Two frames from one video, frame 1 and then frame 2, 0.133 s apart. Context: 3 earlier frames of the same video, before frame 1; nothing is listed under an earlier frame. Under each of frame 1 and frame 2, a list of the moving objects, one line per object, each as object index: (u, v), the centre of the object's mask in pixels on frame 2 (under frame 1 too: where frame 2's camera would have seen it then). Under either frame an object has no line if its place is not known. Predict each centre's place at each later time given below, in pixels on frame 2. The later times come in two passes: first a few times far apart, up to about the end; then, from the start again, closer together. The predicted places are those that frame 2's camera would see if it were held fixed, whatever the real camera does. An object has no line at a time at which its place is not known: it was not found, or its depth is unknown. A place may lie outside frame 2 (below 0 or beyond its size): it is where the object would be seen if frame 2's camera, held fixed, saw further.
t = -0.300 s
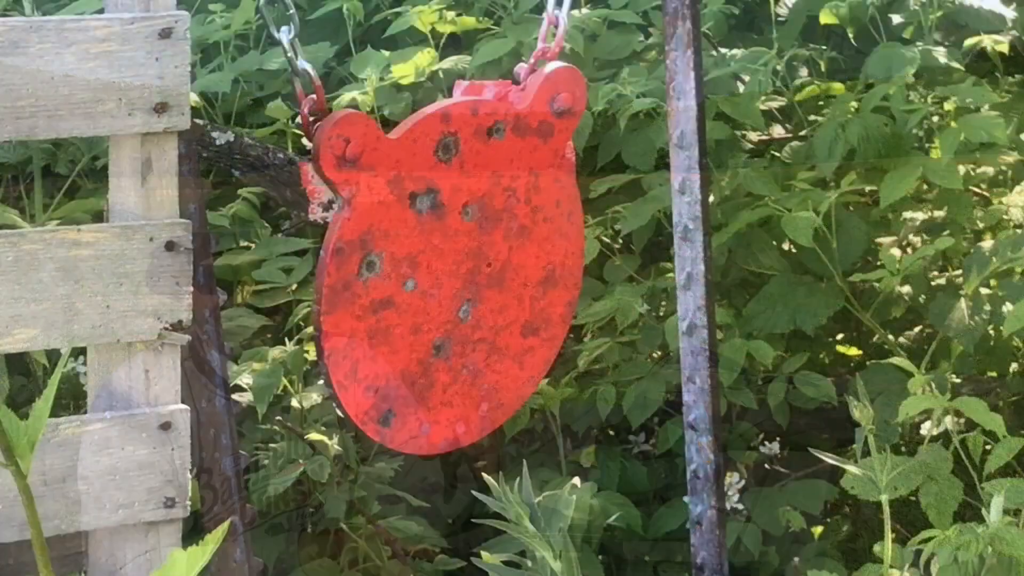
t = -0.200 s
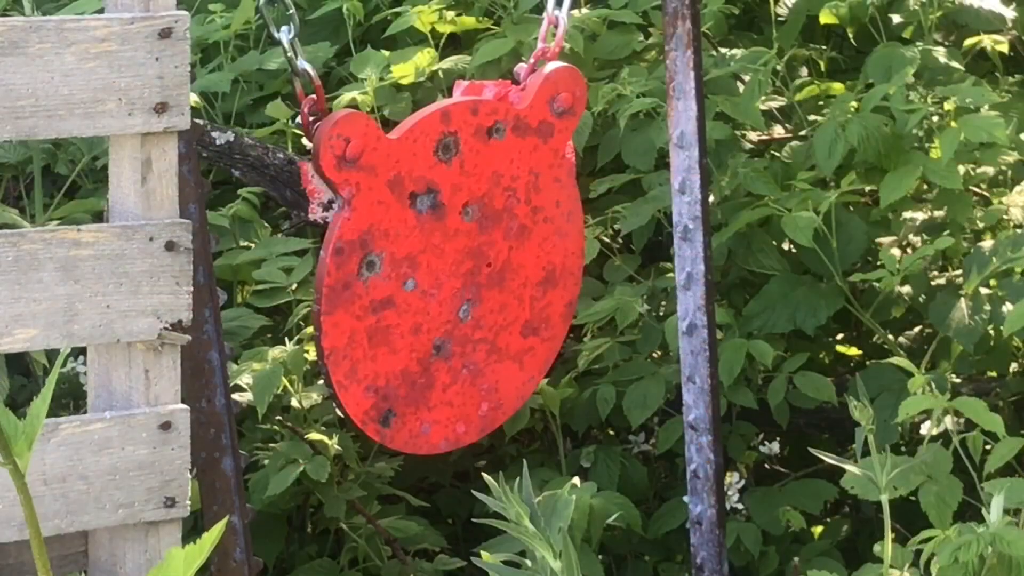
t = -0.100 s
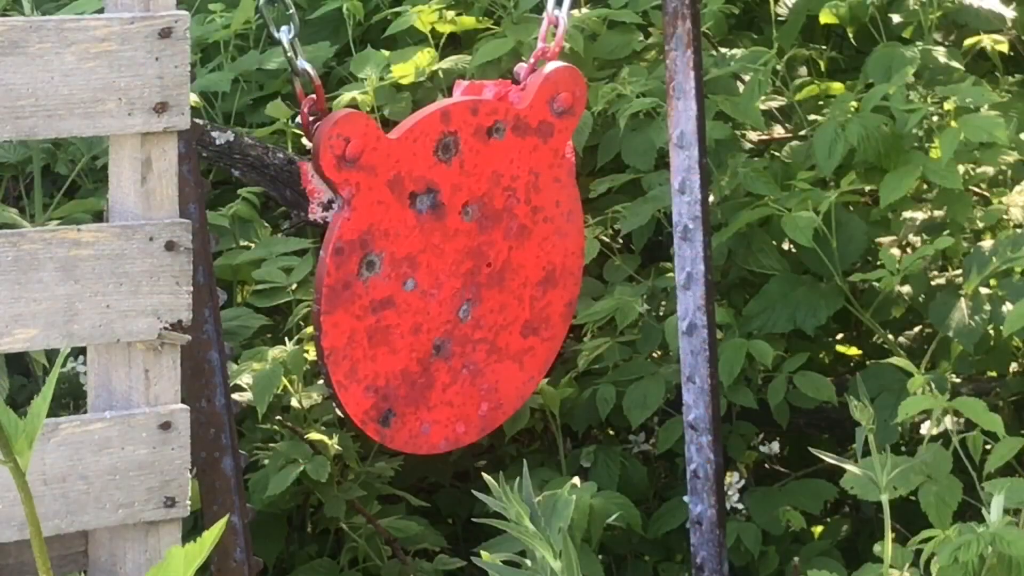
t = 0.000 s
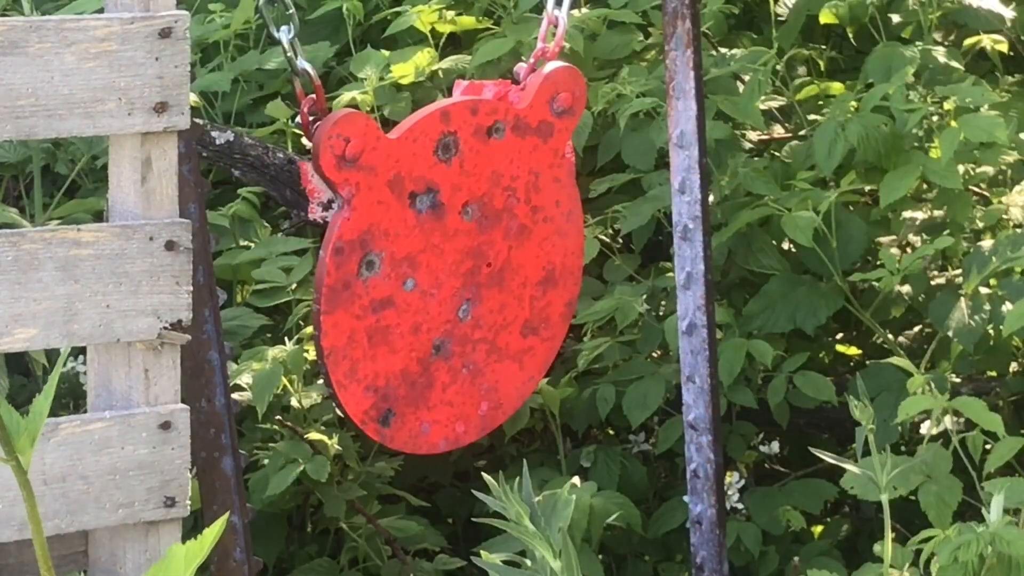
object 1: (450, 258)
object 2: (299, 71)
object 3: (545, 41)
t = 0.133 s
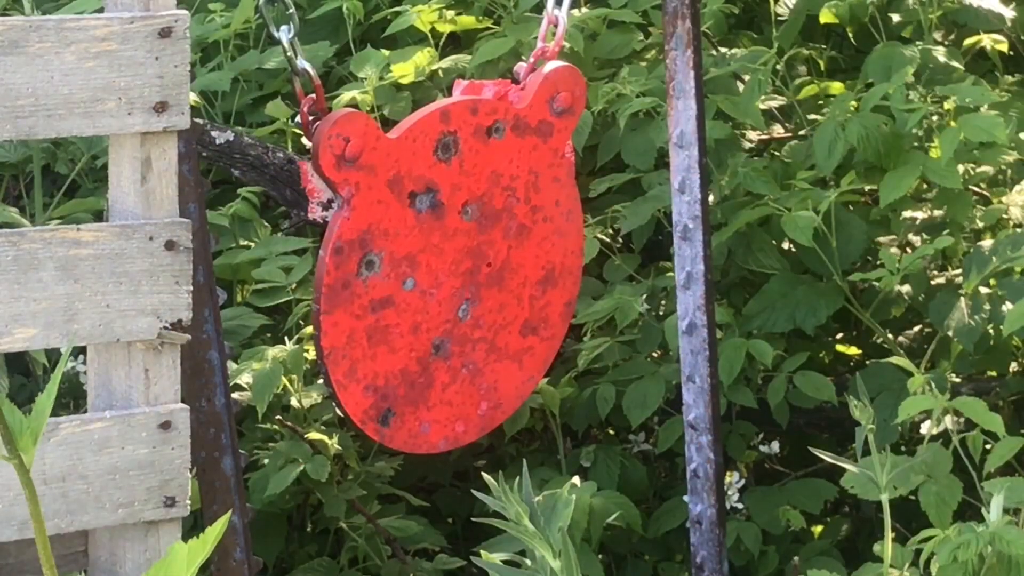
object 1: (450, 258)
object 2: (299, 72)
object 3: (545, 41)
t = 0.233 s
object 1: (450, 258)
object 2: (299, 72)
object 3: (545, 41)
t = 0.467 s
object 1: (450, 258)
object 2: (299, 72)
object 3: (545, 41)
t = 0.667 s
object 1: (450, 258)
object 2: (299, 72)
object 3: (545, 41)
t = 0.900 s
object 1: (442, 257)
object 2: (275, 61)
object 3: (545, 38)
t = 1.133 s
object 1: (423, 252)
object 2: (300, 71)
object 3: (523, 41)
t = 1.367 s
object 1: (429, 253)
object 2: (275, 62)
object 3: (542, 39)
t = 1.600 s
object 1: (430, 255)
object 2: (295, 74)
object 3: (528, 41)
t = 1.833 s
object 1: (438, 256)
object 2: (278, 65)
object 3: (540, 39)
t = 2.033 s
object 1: (432, 255)
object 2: (280, 67)
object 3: (537, 38)
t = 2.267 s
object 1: (425, 252)
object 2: (274, 57)
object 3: (531, 36)
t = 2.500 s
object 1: (430, 255)
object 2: (291, 69)
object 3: (527, 40)
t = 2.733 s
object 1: (448, 256)
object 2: (284, 65)
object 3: (556, 37)
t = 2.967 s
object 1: (445, 256)
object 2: (288, 72)
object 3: (526, 38)
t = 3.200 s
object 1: (432, 255)
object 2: (282, 66)
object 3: (539, 41)
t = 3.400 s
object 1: (414, 251)
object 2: (283, 70)
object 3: (521, 41)
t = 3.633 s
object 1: (433, 254)
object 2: (285, 68)
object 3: (536, 39)
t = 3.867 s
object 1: (464, 259)
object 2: (309, 70)
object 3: (551, 39)
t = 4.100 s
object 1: (477, 259)
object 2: (310, 67)
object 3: (564, 39)
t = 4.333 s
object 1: (453, 259)
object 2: (304, 70)
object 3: (544, 41)
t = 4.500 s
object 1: (432, 254)
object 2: (291, 71)
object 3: (535, 42)
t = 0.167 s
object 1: (450, 258)
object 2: (299, 71)
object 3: (545, 41)
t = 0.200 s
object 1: (450, 258)
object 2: (299, 72)
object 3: (545, 41)
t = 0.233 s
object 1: (450, 258)
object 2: (299, 72)
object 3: (545, 41)
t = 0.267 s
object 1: (450, 258)
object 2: (299, 72)
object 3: (545, 41)
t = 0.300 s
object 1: (450, 258)
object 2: (299, 72)
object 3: (545, 41)
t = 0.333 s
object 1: (449, 258)
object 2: (299, 72)
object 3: (545, 41)
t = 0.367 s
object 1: (450, 258)
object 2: (299, 72)
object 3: (545, 41)
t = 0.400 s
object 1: (449, 258)
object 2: (299, 72)
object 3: (545, 41)
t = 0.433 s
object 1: (449, 258)
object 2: (299, 72)
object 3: (545, 41)
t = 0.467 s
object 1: (450, 258)
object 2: (299, 72)
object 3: (545, 41)
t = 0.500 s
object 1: (449, 258)
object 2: (299, 72)
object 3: (545, 41)
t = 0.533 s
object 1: (450, 258)
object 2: (299, 72)
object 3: (545, 41)
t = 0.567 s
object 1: (450, 258)
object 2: (299, 72)
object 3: (545, 41)
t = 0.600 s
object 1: (449, 258)
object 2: (299, 72)
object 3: (545, 41)
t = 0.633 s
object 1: (450, 258)
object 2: (299, 72)
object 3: (545, 41)
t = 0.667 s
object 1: (450, 258)
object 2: (299, 72)
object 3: (545, 41)
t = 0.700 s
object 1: (450, 258)
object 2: (299, 72)
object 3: (545, 41)
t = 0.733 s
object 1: (450, 258)
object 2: (299, 72)
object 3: (545, 41)
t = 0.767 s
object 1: (450, 258)
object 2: (299, 72)
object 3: (545, 41)
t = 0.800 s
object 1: (449, 258)
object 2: (298, 68)
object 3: (545, 41)
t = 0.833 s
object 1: (447, 258)
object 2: (285, 64)
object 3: (544, 39)
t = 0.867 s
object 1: (444, 257)
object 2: (278, 62)
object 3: (544, 39)
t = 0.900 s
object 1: (442, 257)
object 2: (275, 61)
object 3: (545, 38)
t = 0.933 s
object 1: (440, 257)
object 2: (275, 62)
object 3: (545, 39)
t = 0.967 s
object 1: (437, 256)
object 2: (277, 64)
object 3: (543, 39)
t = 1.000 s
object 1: (434, 255)
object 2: (281, 67)
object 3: (539, 39)
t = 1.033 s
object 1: (431, 254)
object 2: (288, 70)
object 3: (536, 40)
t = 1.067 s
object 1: (428, 254)
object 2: (294, 71)
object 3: (532, 41)
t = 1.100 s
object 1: (426, 253)
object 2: (299, 71)
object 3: (528, 42)
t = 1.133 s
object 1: (423, 252)
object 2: (300, 71)
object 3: (523, 41)
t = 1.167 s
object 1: (423, 251)
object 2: (300, 70)
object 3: (520, 41)
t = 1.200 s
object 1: (422, 252)
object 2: (296, 70)
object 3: (518, 41)
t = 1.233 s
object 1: (423, 253)
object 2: (292, 71)
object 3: (520, 41)
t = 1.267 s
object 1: (424, 254)
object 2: (286, 69)
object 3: (524, 42)
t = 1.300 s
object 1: (426, 253)
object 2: (281, 67)
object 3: (531, 40)
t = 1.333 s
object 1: (428, 253)
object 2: (279, 65)
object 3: (538, 39)
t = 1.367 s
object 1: (429, 253)
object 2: (275, 62)
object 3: (542, 39)
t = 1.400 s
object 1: (429, 253)
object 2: (271, 60)
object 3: (546, 37)
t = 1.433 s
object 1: (430, 253)
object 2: (270, 60)
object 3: (546, 37)
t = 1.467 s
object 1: (431, 254)
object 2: (271, 62)
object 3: (543, 38)
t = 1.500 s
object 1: (431, 254)
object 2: (274, 65)
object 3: (539, 39)
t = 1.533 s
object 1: (430, 254)
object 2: (277, 66)
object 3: (534, 39)
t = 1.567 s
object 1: (430, 255)
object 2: (285, 68)
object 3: (531, 39)
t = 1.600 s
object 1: (430, 255)
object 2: (295, 74)
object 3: (528, 41)
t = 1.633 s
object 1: (432, 255)
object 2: (302, 72)
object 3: (527, 41)
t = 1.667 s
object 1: (433, 254)
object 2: (307, 72)
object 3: (527, 41)
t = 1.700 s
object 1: (435, 254)
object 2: (309, 73)
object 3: (529, 42)
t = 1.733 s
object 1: (436, 255)
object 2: (304, 71)
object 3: (530, 42)
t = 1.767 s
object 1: (436, 256)
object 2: (293, 71)
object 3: (532, 41)
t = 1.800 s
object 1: (437, 257)
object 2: (284, 71)
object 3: (535, 40)
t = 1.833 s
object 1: (438, 256)
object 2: (278, 65)
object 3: (540, 39)
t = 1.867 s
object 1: (438, 255)
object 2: (274, 60)
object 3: (547, 38)
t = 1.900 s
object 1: (436, 253)
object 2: (271, 57)
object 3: (553, 37)
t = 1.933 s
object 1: (435, 253)
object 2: (272, 56)
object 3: (555, 36)
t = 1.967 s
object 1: (434, 253)
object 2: (272, 58)
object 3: (552, 37)
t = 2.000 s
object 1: (433, 254)
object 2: (274, 63)
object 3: (544, 38)
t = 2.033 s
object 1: (432, 255)
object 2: (280, 67)
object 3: (537, 38)
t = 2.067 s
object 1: (429, 255)
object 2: (278, 68)
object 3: (532, 39)
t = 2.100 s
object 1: (427, 255)
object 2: (279, 67)
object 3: (528, 40)
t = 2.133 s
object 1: (426, 254)
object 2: (282, 67)
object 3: (526, 40)
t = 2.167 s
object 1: (426, 254)
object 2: (287, 73)
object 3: (524, 41)
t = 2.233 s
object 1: (425, 252)
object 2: (276, 56)
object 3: (527, 35)
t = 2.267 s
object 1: (425, 252)
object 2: (274, 57)
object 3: (531, 36)
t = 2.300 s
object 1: (425, 252)
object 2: (276, 60)
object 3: (535, 37)
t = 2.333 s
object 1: (425, 252)
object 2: (275, 55)
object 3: (538, 37)
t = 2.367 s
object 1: (425, 251)
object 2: (277, 56)
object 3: (538, 37)
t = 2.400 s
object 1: (426, 252)
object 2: (280, 61)
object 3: (536, 37)
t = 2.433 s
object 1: (427, 253)
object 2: (284, 63)
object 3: (533, 38)
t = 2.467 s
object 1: (428, 254)
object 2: (287, 64)
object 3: (530, 39)
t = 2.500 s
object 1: (430, 255)
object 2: (291, 69)
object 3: (527, 40)
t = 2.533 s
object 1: (432, 255)
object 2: (293, 69)
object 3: (523, 40)
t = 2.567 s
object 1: (436, 255)
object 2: (294, 70)
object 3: (523, 40)
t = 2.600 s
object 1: (438, 255)
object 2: (283, 63)
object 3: (526, 37)
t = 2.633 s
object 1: (440, 256)
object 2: (277, 59)
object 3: (533, 38)
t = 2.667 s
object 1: (442, 257)
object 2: (276, 57)
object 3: (543, 38)
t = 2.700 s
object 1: (445, 257)
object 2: (280, 60)
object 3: (552, 37)
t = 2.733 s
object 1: (448, 256)
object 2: (284, 65)
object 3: (556, 37)
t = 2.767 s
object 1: (449, 256)
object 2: (284, 64)
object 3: (557, 36)
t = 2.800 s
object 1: (449, 256)
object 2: (283, 64)
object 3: (556, 36)
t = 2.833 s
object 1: (449, 258)
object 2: (285, 66)
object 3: (551, 39)
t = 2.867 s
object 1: (449, 259)
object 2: (289, 70)
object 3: (546, 39)
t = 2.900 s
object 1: (448, 258)
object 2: (290, 70)
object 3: (538, 38)
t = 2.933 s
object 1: (446, 256)
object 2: (287, 71)
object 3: (528, 38)
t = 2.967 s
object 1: (445, 256)
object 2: (288, 72)
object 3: (526, 38)
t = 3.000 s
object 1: (445, 257)
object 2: (293, 72)
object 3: (528, 40)
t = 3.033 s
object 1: (444, 257)
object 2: (298, 70)
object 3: (536, 41)
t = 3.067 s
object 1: (443, 256)
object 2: (297, 68)
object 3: (539, 40)
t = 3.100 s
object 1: (439, 255)
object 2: (290, 66)
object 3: (540, 39)
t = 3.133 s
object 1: (437, 254)
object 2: (287, 67)
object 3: (540, 40)
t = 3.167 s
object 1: (435, 255)
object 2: (284, 66)
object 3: (541, 41)
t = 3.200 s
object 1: (432, 255)
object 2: (282, 66)
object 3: (539, 41)
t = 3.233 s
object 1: (427, 253)
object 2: (274, 58)
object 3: (535, 40)
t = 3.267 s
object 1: (423, 251)
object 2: (272, 58)
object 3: (531, 39)
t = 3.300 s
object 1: (419, 251)
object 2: (273, 58)
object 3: (528, 39)
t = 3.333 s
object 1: (417, 251)
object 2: (276, 64)
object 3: (526, 40)
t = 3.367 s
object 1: (416, 251)
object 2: (279, 67)
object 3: (525, 40)
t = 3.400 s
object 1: (414, 251)
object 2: (283, 70)
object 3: (521, 41)
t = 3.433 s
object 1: (415, 249)
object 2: (285, 71)
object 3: (519, 41)
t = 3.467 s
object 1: (415, 249)
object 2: (288, 72)
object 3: (519, 41)
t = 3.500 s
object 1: (417, 251)
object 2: (289, 69)
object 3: (522, 42)
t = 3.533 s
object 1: (420, 252)
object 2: (288, 71)
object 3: (524, 42)
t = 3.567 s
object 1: (424, 253)
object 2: (286, 69)
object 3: (525, 41)
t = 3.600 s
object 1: (429, 253)
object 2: (285, 70)
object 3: (529, 38)
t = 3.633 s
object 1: (433, 254)
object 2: (285, 68)
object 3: (536, 39)
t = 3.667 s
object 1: (438, 255)
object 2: (287, 66)
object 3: (543, 40)
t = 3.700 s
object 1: (443, 256)
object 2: (290, 67)
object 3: (548, 40)
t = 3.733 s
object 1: (448, 257)
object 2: (292, 67)
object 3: (550, 40)
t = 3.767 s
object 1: (453, 257)
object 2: (294, 67)
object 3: (550, 39)
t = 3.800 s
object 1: (456, 258)
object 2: (298, 68)
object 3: (550, 39)
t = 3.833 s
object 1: (460, 259)
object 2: (303, 68)
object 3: (550, 40)
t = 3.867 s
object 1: (464, 259)
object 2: (309, 70)
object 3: (551, 39)
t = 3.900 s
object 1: (467, 259)
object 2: (312, 72)
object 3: (550, 39)
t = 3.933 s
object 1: (470, 258)
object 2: (314, 73)
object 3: (550, 38)
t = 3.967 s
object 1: (473, 259)
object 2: (316, 73)
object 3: (552, 39)
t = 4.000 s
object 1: (474, 260)
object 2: (317, 74)
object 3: (556, 40)
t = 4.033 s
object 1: (476, 260)
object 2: (316, 71)
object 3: (560, 40)
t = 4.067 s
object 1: (477, 260)
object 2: (314, 71)
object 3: (562, 40)
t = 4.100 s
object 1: (477, 259)
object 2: (310, 67)
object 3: (564, 39)
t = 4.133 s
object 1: (476, 259)
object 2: (309, 68)
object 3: (565, 39)
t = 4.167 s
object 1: (474, 260)
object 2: (308, 66)
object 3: (566, 40)
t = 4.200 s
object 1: (472, 259)
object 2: (307, 66)
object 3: (564, 40)
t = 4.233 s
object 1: (468, 259)
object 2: (306, 69)
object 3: (559, 40)
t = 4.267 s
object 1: (463, 258)
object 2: (305, 69)
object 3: (553, 40)
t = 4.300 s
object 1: (459, 258)
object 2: (305, 70)
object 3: (549, 40)
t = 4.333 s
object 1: (453, 259)
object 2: (304, 70)
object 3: (544, 41)
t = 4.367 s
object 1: (449, 258)
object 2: (303, 73)
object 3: (541, 41)
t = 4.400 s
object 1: (444, 256)
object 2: (299, 71)
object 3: (536, 41)
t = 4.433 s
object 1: (440, 255)
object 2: (297, 70)
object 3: (534, 41)
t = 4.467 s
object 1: (436, 255)
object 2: (294, 71)
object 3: (533, 42)
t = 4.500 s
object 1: (432, 254)
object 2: (291, 71)
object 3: (535, 42)
